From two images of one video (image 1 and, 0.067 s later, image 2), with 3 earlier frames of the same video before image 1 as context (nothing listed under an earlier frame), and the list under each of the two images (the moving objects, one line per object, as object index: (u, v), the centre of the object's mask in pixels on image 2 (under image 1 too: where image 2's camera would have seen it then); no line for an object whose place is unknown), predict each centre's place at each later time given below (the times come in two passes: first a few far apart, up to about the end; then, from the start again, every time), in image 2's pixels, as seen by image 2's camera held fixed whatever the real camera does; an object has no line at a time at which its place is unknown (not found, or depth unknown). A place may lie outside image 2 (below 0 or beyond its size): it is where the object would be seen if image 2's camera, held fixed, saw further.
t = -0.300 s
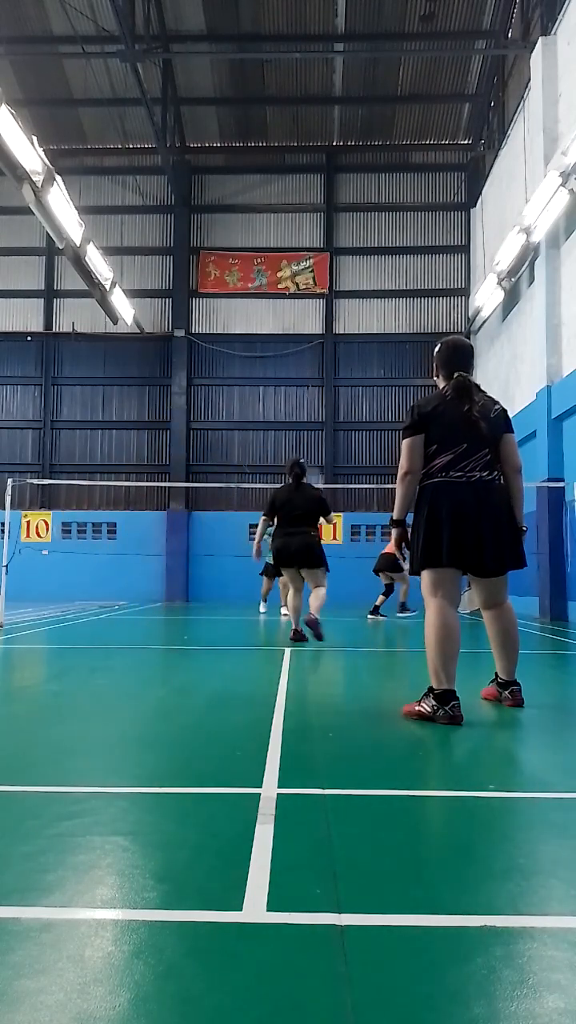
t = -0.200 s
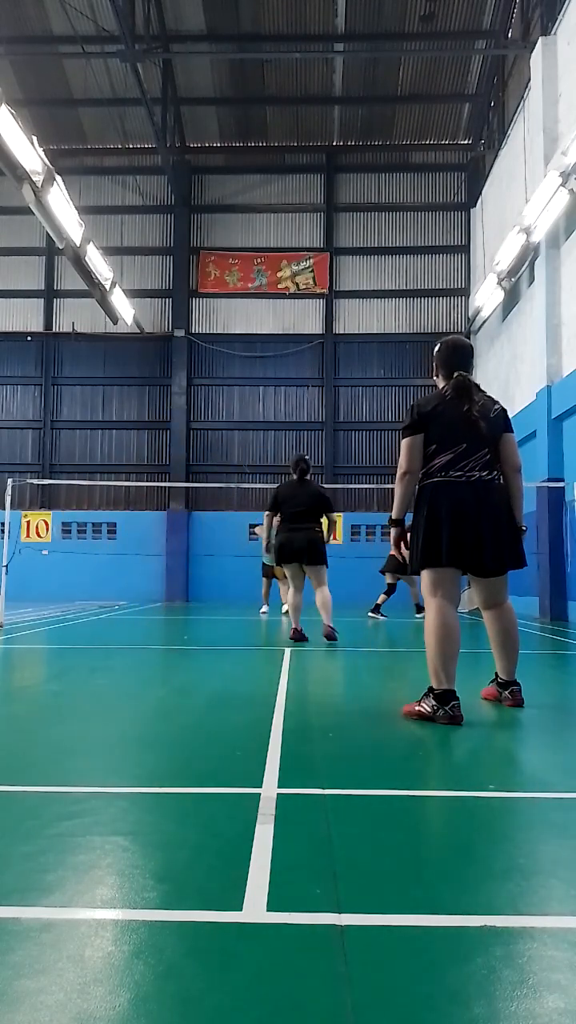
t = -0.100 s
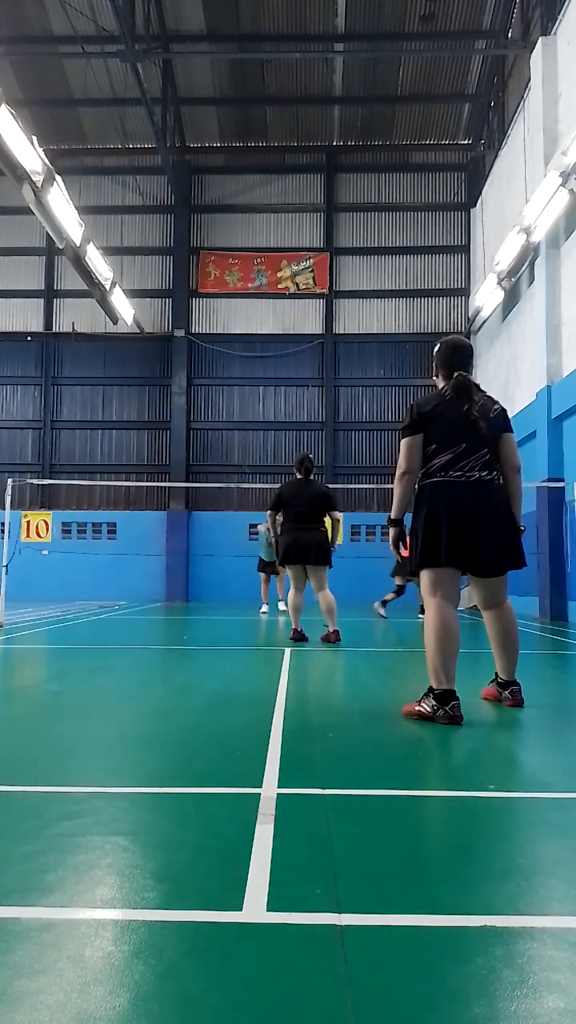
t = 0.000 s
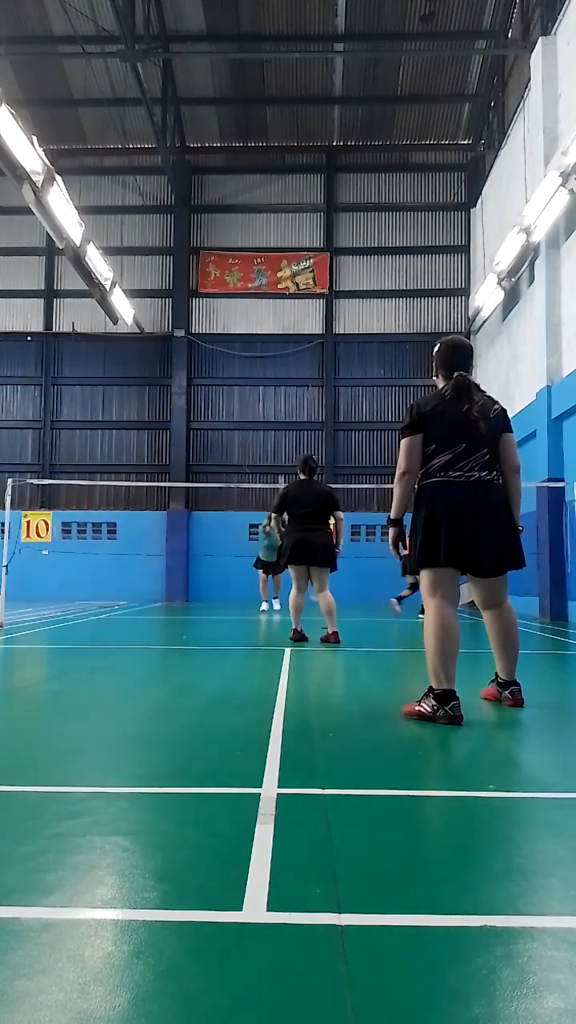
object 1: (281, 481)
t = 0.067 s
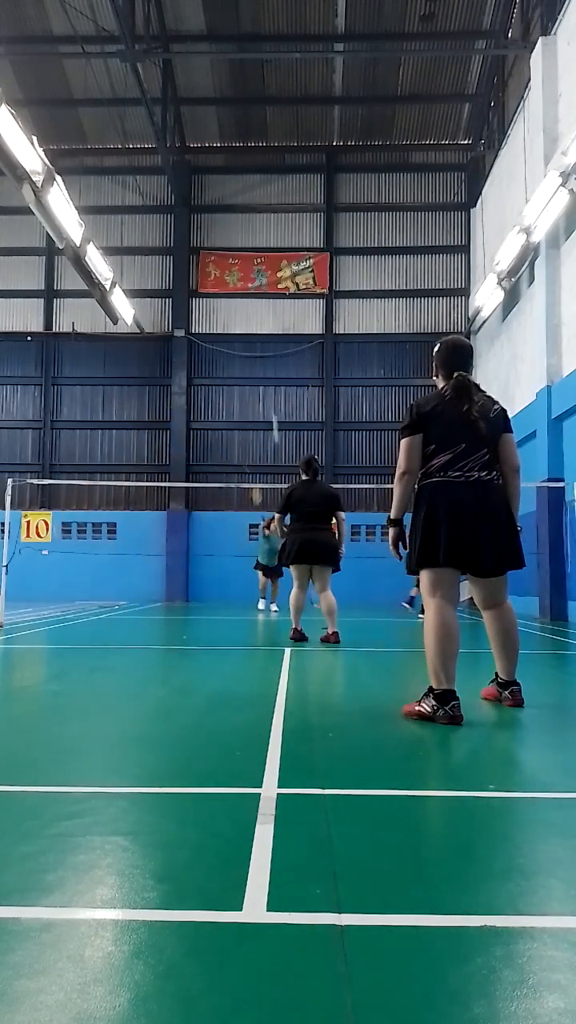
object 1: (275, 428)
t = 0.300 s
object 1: (254, 274)
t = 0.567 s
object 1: (233, 181)
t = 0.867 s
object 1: (203, 159)
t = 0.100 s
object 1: (272, 401)
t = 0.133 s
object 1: (268, 374)
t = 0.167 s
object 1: (265, 352)
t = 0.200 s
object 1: (262, 332)
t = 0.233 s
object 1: (259, 310)
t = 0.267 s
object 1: (257, 292)
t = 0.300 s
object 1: (254, 274)
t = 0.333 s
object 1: (252, 259)
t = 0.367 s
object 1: (249, 243)
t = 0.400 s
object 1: (246, 230)
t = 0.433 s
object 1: (244, 218)
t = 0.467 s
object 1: (241, 207)
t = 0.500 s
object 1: (238, 197)
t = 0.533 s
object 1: (237, 190)
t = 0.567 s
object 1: (233, 181)
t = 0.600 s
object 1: (230, 174)
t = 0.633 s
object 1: (227, 168)
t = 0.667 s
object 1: (224, 164)
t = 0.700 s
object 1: (221, 160)
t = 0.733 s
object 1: (218, 158)
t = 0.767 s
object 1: (215, 156)
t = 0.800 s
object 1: (211, 156)
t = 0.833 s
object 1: (207, 157)
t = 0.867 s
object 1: (203, 159)
